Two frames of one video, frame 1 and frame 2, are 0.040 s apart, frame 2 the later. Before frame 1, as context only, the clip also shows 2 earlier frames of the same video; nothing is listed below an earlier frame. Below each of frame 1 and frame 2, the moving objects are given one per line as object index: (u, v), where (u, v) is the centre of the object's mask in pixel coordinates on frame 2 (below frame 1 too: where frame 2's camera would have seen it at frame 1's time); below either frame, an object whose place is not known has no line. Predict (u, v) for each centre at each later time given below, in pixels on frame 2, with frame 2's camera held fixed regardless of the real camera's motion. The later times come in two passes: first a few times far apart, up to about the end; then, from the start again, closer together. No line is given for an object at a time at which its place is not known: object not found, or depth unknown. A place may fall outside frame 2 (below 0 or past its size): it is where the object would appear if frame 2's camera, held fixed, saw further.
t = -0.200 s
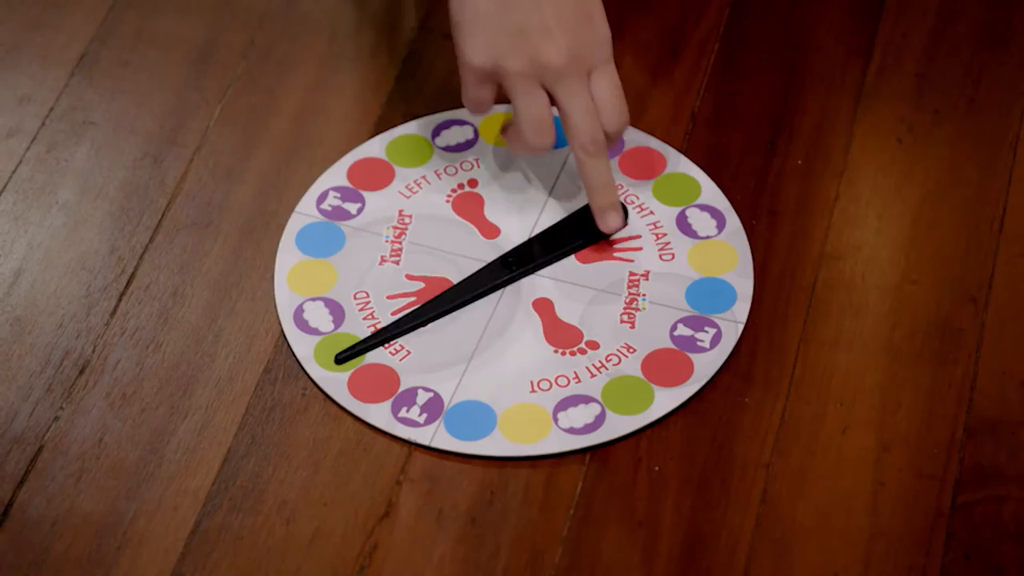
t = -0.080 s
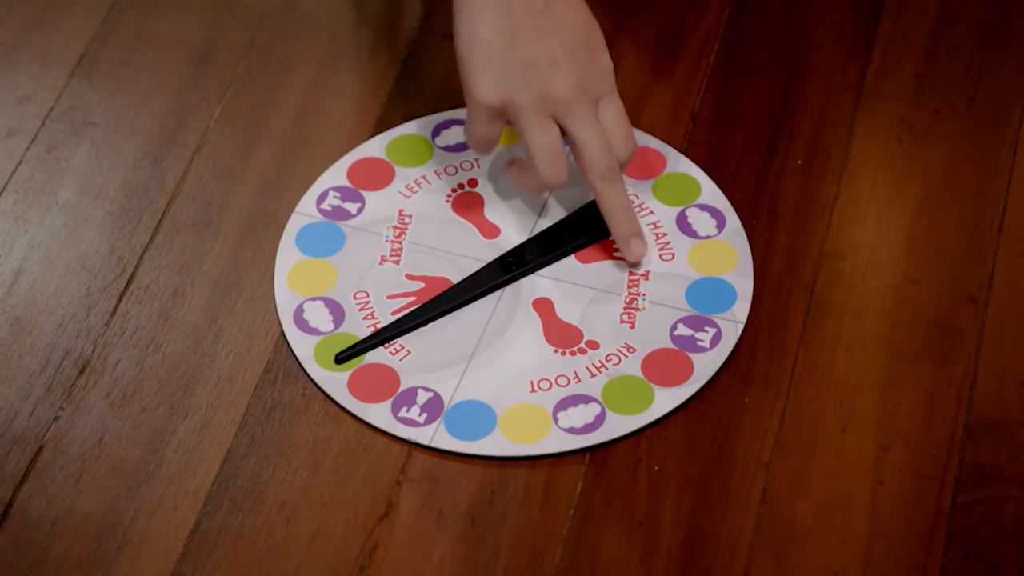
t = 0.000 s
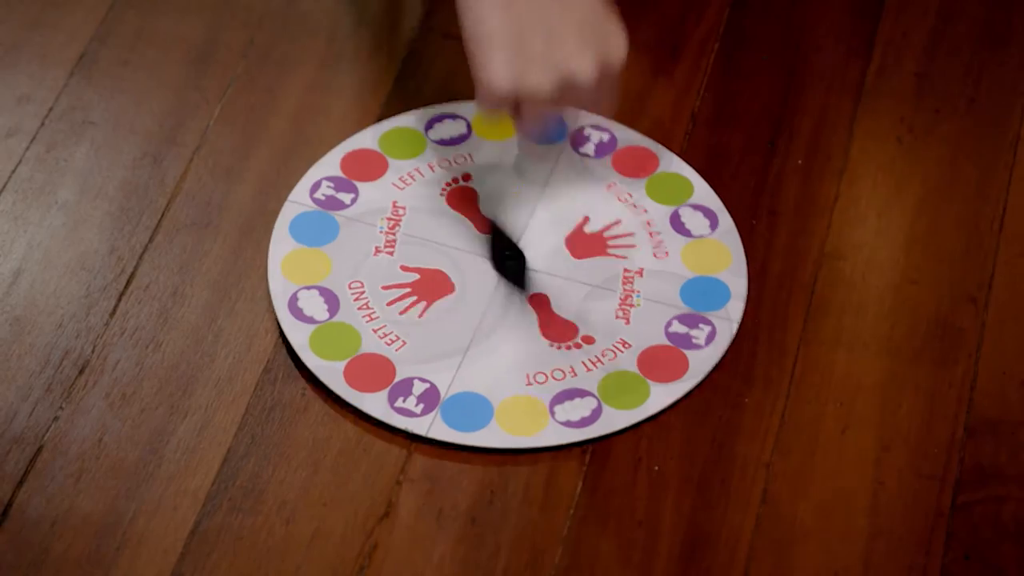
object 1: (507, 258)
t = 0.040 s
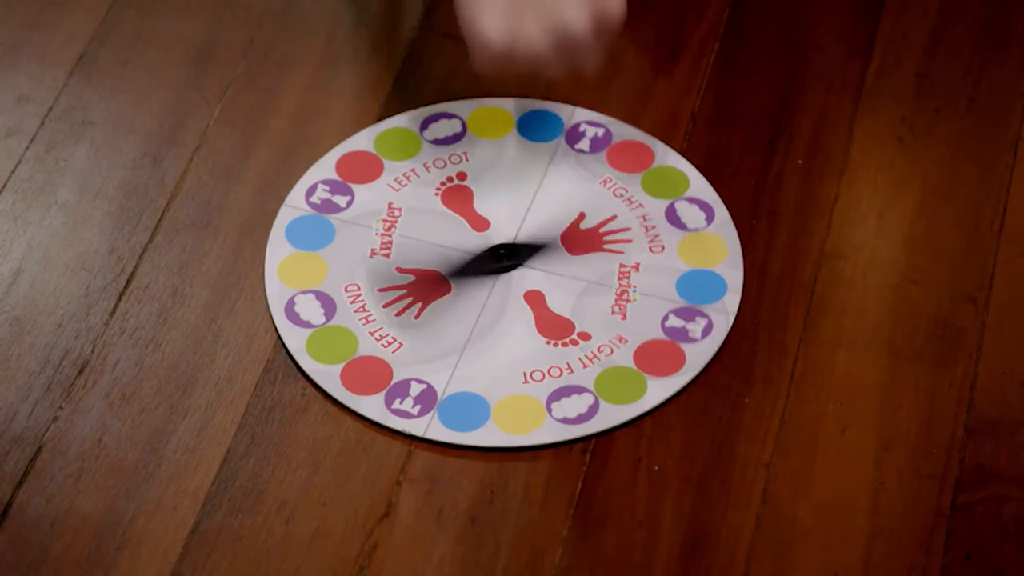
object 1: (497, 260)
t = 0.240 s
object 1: (504, 266)
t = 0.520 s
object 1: (507, 250)
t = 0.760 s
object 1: (500, 250)
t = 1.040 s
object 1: (485, 253)
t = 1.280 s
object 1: (495, 244)
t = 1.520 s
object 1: (521, 248)
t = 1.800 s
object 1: (525, 267)
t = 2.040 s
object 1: (475, 265)
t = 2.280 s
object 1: (524, 247)
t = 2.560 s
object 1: (489, 279)
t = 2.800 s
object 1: (523, 249)
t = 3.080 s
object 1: (482, 260)
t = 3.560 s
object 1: (514, 255)
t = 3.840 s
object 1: (500, 253)
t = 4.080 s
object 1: (504, 259)
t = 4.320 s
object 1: (508, 259)
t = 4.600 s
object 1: (508, 259)
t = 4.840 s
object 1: (508, 259)
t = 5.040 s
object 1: (508, 259)
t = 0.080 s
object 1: (506, 262)
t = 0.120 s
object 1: (509, 257)
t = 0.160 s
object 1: (502, 255)
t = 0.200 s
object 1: (495, 259)
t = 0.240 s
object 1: (504, 266)
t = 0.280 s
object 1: (509, 259)
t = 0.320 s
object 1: (506, 254)
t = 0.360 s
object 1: (489, 250)
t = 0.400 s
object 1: (494, 263)
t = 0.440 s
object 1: (507, 266)
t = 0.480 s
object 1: (510, 258)
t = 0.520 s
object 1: (507, 250)
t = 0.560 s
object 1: (488, 250)
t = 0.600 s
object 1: (491, 263)
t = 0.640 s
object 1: (505, 269)
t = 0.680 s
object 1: (521, 263)
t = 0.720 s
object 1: (516, 249)
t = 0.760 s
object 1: (500, 250)
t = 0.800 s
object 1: (481, 254)
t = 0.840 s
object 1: (491, 270)
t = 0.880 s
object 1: (508, 268)
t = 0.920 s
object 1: (522, 261)
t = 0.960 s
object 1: (519, 246)
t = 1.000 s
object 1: (499, 243)
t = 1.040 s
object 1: (485, 253)
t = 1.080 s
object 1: (484, 268)
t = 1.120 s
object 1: (503, 277)
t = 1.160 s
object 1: (522, 269)
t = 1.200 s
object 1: (524, 255)
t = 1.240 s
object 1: (515, 243)
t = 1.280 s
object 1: (495, 244)
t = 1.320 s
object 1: (481, 253)
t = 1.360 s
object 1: (479, 270)
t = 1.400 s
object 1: (499, 279)
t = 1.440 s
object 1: (519, 274)
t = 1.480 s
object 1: (524, 261)
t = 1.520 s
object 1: (521, 248)
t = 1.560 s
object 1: (507, 241)
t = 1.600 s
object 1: (487, 243)
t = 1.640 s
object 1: (478, 254)
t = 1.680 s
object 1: (478, 270)
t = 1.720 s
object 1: (494, 280)
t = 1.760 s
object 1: (515, 277)
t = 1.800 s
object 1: (525, 267)
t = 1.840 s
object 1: (527, 255)
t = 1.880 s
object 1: (520, 244)
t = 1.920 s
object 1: (504, 240)
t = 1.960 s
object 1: (488, 243)
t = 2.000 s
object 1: (481, 253)
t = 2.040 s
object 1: (475, 265)
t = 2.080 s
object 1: (485, 276)
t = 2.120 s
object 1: (502, 282)
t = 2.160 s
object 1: (518, 277)
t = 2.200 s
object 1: (523, 265)
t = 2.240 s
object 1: (528, 256)
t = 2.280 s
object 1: (524, 247)
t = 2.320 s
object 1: (513, 241)
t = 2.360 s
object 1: (499, 240)
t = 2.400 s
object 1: (486, 243)
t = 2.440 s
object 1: (479, 251)
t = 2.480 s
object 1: (476, 261)
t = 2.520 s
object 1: (480, 270)
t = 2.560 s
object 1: (489, 279)
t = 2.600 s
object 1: (503, 282)
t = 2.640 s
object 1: (516, 278)
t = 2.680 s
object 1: (522, 269)
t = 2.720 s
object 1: (526, 263)
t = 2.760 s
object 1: (525, 256)
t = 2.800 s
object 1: (523, 249)
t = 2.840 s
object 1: (515, 245)
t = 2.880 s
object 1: (507, 242)
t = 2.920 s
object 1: (497, 241)
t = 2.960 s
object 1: (489, 244)
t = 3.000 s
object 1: (484, 249)
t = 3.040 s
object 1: (481, 254)
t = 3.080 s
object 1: (482, 260)
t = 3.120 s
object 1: (483, 266)
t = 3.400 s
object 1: (518, 265)
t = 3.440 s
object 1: (516, 261)
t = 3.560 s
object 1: (514, 255)
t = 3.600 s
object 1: (500, 260)
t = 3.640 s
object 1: (509, 253)
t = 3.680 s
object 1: (506, 254)
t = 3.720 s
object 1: (505, 252)
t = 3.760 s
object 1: (503, 253)
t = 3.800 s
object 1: (501, 251)
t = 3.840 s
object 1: (500, 253)
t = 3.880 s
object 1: (503, 258)
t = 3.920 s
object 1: (502, 257)
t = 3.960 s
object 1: (502, 258)
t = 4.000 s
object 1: (504, 259)
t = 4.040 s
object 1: (505, 259)
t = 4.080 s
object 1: (504, 259)
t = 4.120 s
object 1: (507, 259)
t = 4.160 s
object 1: (506, 259)
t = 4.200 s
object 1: (506, 259)
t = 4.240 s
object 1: (507, 259)
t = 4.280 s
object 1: (507, 259)
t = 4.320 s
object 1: (508, 259)
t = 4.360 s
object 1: (508, 259)
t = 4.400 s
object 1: (508, 259)
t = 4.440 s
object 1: (508, 259)
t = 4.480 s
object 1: (507, 259)
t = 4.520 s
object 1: (508, 259)
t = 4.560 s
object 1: (508, 259)
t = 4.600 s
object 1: (508, 259)
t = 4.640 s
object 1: (508, 259)
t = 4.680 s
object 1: (508, 259)
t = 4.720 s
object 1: (508, 259)
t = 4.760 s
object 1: (508, 259)
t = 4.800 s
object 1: (508, 259)
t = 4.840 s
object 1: (508, 259)
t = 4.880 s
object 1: (508, 259)
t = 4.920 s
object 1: (508, 259)
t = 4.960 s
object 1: (508, 259)
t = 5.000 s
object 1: (508, 259)
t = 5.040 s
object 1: (508, 259)
